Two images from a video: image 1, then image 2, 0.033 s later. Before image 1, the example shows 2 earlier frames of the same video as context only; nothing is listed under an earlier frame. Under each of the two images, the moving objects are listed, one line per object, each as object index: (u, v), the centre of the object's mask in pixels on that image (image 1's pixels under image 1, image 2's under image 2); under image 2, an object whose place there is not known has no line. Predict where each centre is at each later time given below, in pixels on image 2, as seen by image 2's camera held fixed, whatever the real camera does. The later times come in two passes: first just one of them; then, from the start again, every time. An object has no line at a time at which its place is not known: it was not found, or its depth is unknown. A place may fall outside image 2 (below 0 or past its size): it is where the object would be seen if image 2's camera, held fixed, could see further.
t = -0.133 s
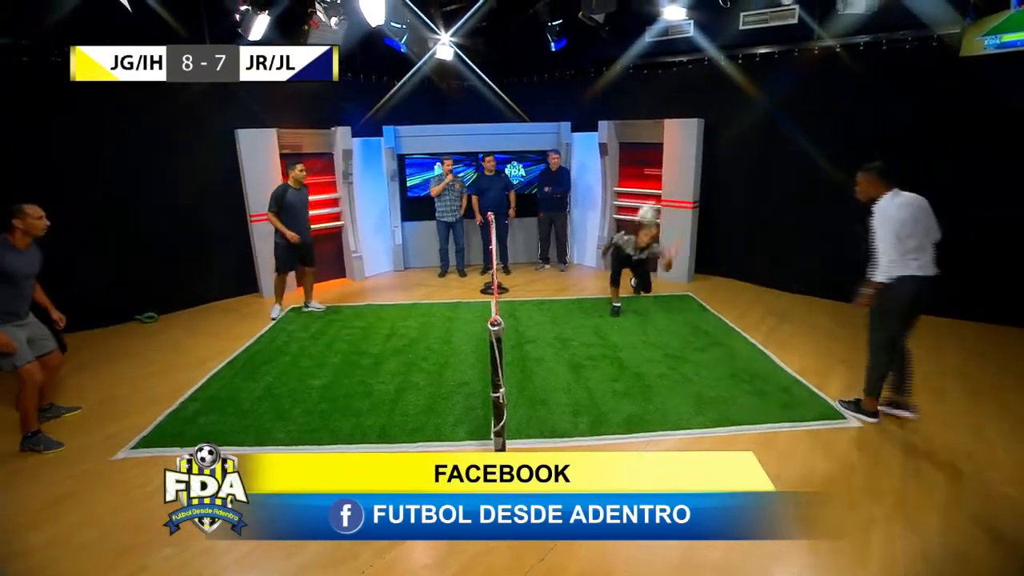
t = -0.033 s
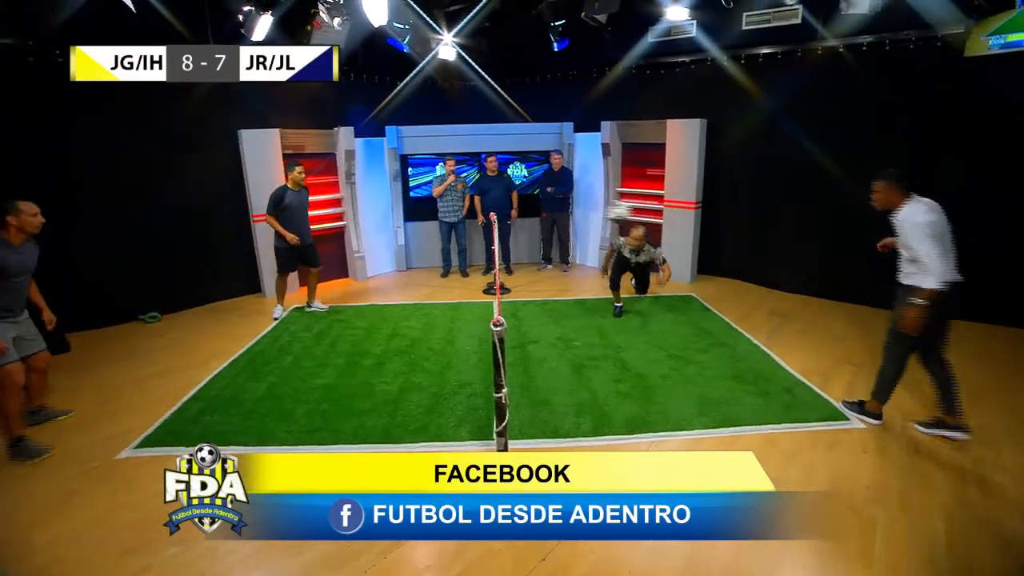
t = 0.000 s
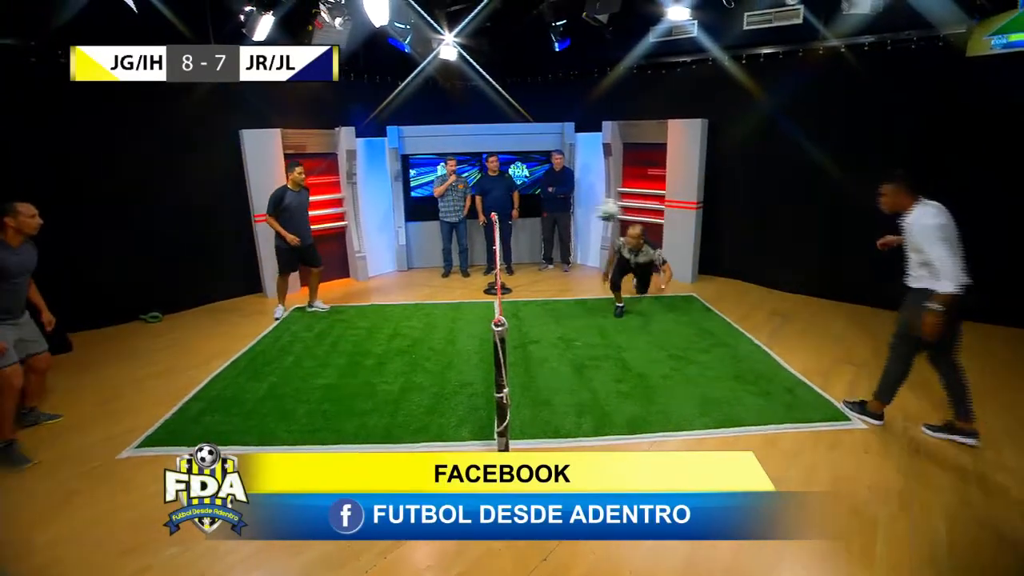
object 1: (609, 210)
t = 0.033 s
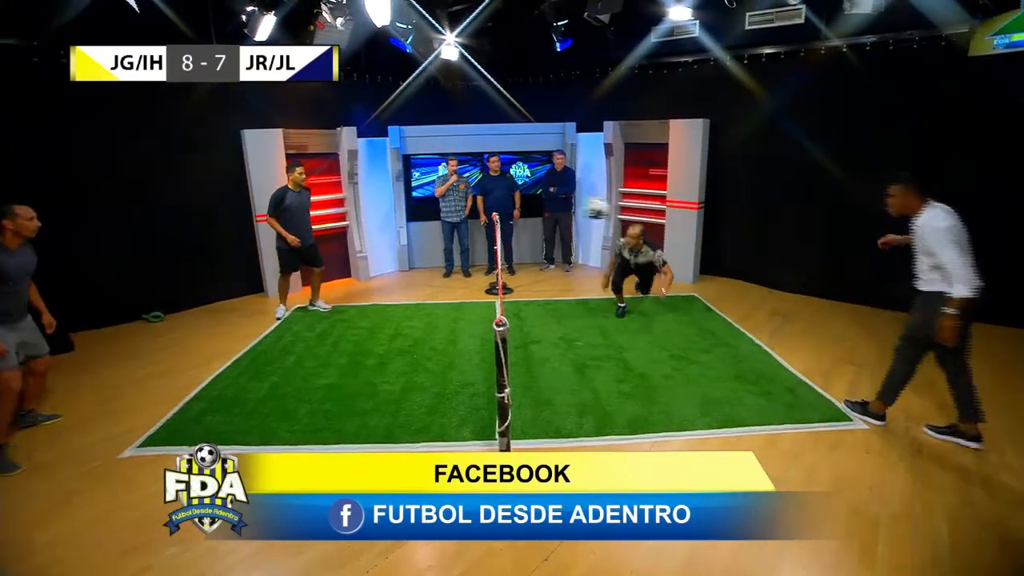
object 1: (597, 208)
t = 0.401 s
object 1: (420, 278)
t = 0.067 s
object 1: (581, 207)
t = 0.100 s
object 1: (565, 207)
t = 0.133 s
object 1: (552, 209)
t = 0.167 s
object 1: (539, 210)
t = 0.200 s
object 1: (523, 215)
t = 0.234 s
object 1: (507, 222)
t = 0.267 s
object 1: (489, 229)
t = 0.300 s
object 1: (472, 238)
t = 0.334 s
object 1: (455, 249)
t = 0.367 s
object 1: (437, 260)
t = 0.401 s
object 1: (420, 278)
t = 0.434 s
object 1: (400, 293)
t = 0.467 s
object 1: (380, 311)
